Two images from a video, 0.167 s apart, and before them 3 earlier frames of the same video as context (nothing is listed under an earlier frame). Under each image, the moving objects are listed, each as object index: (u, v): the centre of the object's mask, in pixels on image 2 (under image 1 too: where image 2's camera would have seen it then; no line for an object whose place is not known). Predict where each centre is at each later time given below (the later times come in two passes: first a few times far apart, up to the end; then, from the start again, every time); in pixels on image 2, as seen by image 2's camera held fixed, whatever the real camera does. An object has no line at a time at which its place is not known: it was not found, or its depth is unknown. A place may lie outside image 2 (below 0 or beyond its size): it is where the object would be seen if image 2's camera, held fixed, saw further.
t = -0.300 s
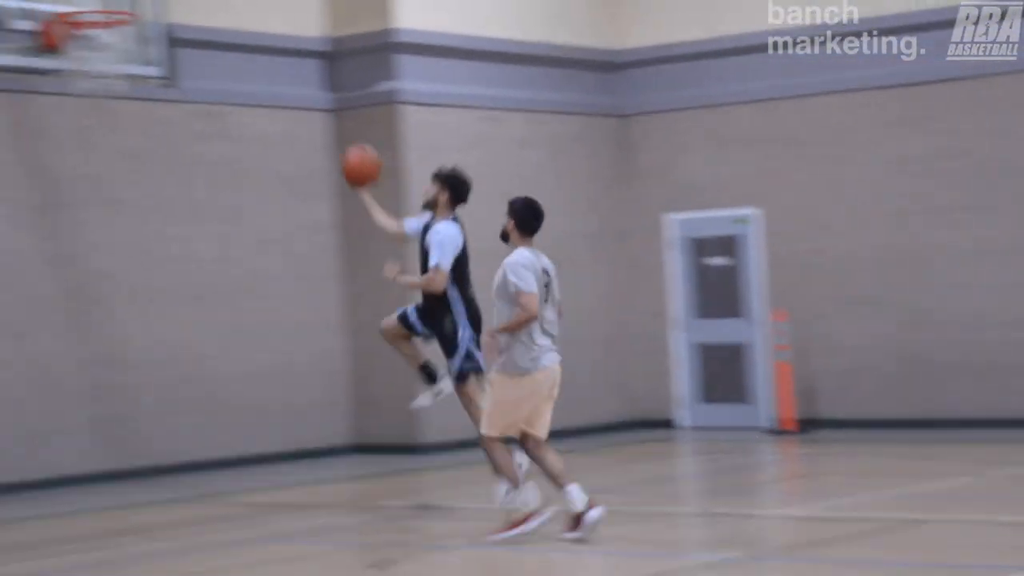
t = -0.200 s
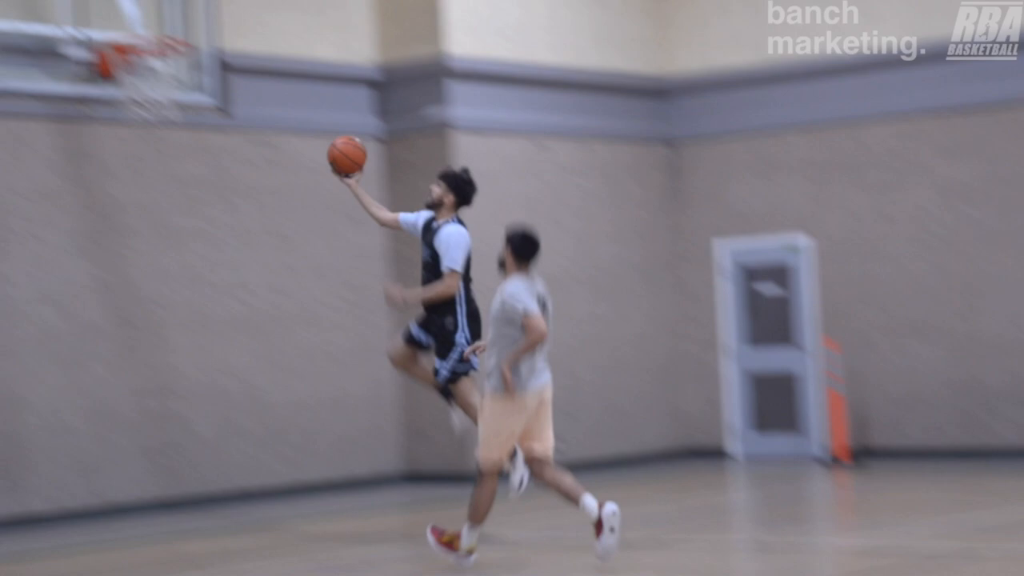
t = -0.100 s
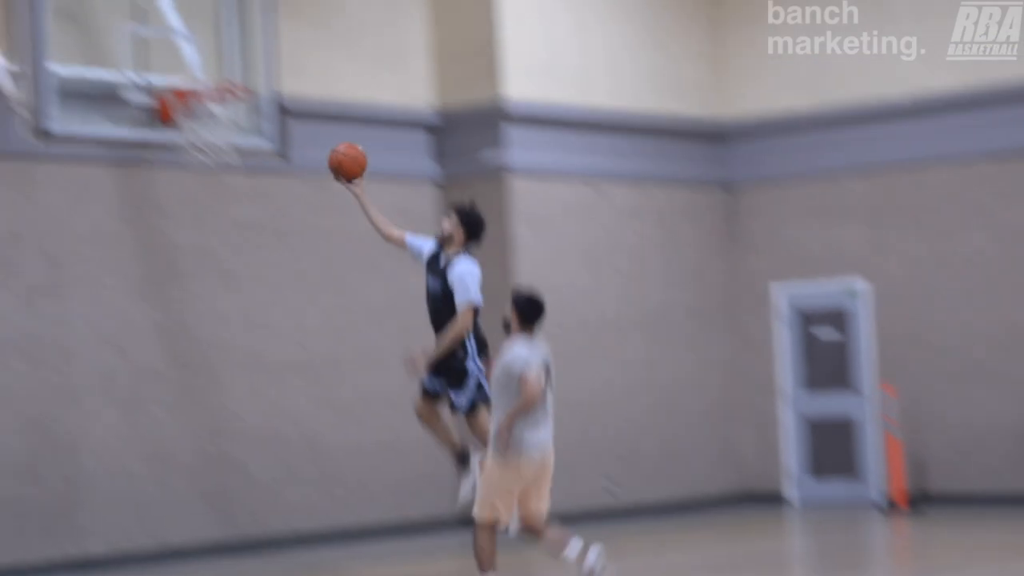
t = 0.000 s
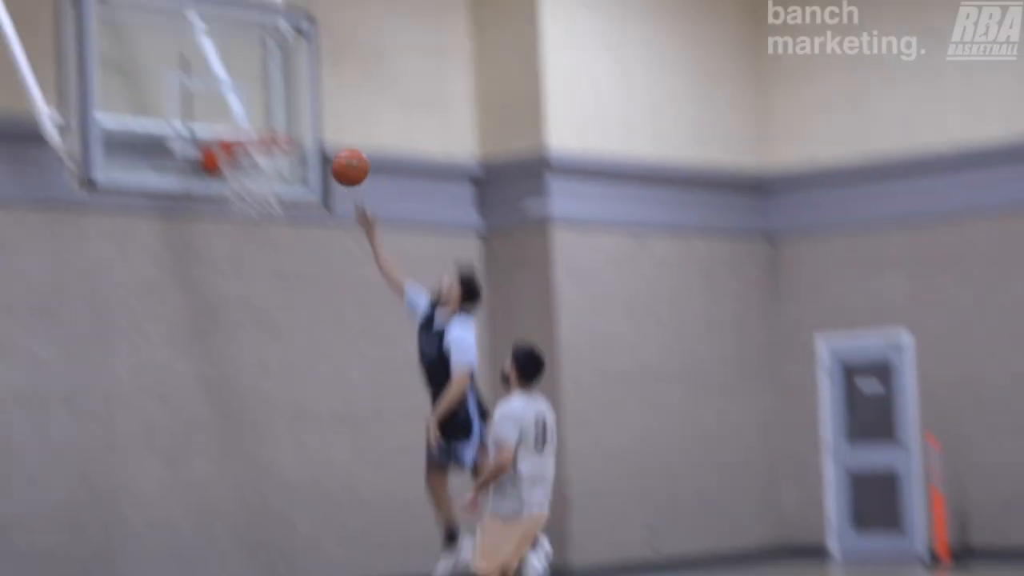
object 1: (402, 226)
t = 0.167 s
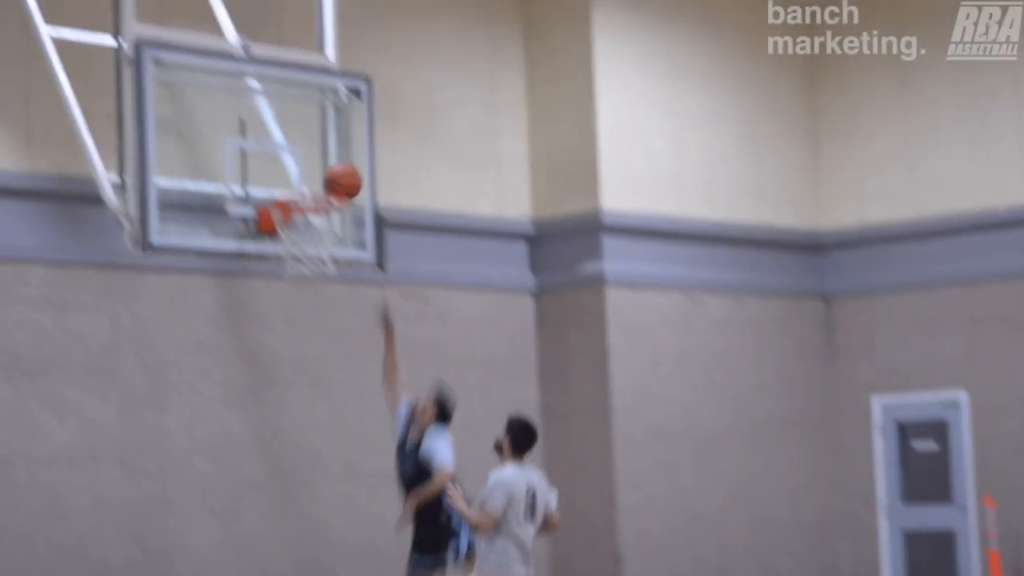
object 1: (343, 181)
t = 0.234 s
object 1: (320, 177)
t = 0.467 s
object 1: (317, 179)
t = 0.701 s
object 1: (326, 242)
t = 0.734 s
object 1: (325, 249)
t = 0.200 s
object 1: (331, 178)
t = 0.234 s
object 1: (320, 177)
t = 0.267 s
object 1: (310, 175)
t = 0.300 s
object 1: (310, 172)
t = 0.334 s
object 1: (311, 169)
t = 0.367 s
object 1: (312, 170)
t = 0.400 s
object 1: (314, 171)
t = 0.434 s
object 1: (315, 174)
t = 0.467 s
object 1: (317, 179)
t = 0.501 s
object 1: (318, 186)
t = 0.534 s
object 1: (319, 192)
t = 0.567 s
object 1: (321, 204)
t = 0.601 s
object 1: (325, 216)
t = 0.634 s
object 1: (325, 226)
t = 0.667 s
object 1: (326, 235)
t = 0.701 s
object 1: (326, 242)
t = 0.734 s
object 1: (325, 249)
